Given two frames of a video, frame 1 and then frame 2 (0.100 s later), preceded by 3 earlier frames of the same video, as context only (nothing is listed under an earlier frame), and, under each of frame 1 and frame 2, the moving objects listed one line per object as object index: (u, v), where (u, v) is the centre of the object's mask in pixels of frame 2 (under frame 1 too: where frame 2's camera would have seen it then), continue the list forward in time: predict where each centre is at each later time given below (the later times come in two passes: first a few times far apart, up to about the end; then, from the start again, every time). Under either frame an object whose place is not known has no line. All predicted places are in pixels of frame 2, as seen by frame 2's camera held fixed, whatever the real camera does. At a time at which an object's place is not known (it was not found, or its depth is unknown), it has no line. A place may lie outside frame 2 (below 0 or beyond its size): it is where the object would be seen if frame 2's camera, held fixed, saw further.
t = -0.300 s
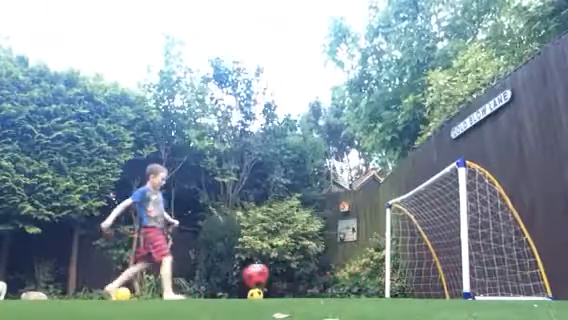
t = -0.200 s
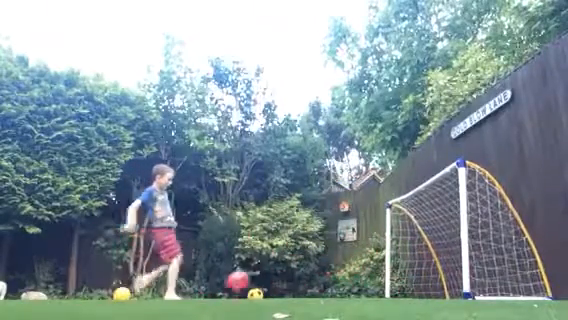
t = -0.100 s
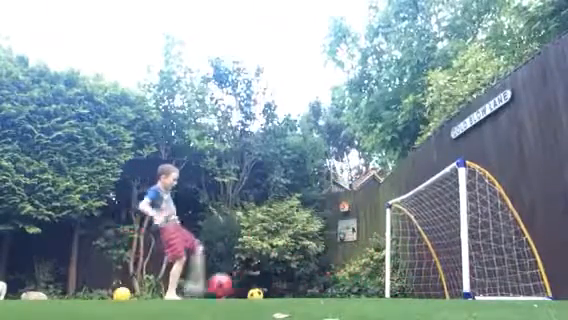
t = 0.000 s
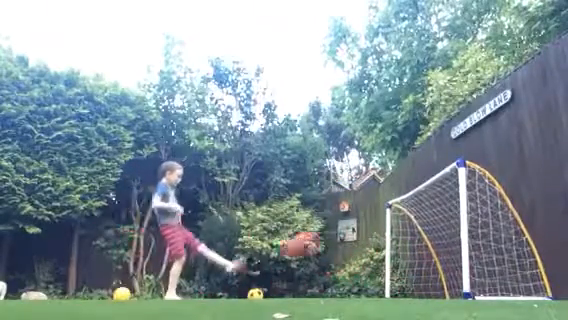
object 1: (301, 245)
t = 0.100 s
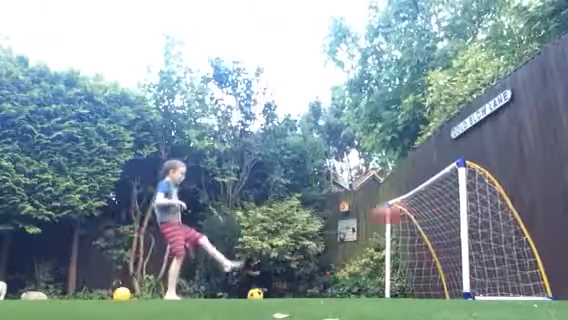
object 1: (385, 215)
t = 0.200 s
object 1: (479, 200)
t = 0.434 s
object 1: (486, 264)
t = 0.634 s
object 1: (454, 247)
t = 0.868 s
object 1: (443, 244)
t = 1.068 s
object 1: (430, 272)
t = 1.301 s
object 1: (421, 277)
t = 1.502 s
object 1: (408, 281)
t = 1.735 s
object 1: (406, 288)
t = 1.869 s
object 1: (403, 290)
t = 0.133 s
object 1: (422, 204)
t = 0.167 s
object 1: (444, 200)
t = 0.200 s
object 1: (479, 200)
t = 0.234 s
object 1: (492, 199)
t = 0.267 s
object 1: (492, 209)
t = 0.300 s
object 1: (491, 218)
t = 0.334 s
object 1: (491, 229)
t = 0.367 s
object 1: (487, 238)
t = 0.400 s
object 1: (486, 248)
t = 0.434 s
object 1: (486, 264)
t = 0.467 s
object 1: (484, 280)
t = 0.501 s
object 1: (483, 281)
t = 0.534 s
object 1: (477, 277)
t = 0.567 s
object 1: (475, 264)
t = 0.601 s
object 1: (473, 260)
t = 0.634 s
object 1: (454, 247)
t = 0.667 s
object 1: (455, 248)
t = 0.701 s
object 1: (453, 244)
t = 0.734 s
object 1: (452, 244)
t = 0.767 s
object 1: (451, 242)
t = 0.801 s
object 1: (450, 242)
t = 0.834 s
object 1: (445, 242)
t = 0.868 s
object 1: (443, 244)
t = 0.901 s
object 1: (440, 246)
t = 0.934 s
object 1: (438, 248)
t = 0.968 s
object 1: (436, 255)
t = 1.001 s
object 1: (435, 259)
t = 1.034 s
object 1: (432, 265)
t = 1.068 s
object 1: (430, 272)
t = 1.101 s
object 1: (429, 280)
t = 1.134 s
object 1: (428, 289)
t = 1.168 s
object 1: (425, 286)
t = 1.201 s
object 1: (425, 284)
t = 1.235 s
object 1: (423, 281)
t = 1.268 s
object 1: (420, 278)
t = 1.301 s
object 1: (421, 277)
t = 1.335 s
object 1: (419, 276)
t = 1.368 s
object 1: (419, 277)
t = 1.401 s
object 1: (417, 276)
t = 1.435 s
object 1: (415, 278)
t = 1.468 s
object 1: (411, 279)
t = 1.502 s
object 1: (408, 281)
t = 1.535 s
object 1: (407, 287)
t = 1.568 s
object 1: (408, 288)
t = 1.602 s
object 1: (407, 287)
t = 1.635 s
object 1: (407, 287)
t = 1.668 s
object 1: (407, 287)
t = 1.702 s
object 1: (407, 286)
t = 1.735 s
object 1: (406, 288)
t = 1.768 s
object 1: (405, 288)
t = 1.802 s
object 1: (404, 290)
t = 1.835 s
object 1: (403, 290)
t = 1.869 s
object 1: (403, 290)
